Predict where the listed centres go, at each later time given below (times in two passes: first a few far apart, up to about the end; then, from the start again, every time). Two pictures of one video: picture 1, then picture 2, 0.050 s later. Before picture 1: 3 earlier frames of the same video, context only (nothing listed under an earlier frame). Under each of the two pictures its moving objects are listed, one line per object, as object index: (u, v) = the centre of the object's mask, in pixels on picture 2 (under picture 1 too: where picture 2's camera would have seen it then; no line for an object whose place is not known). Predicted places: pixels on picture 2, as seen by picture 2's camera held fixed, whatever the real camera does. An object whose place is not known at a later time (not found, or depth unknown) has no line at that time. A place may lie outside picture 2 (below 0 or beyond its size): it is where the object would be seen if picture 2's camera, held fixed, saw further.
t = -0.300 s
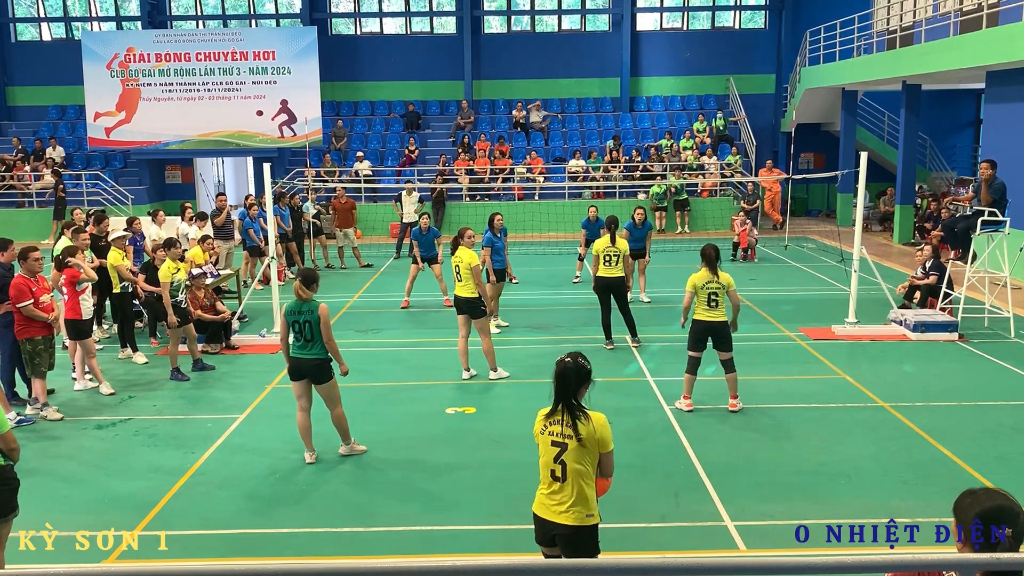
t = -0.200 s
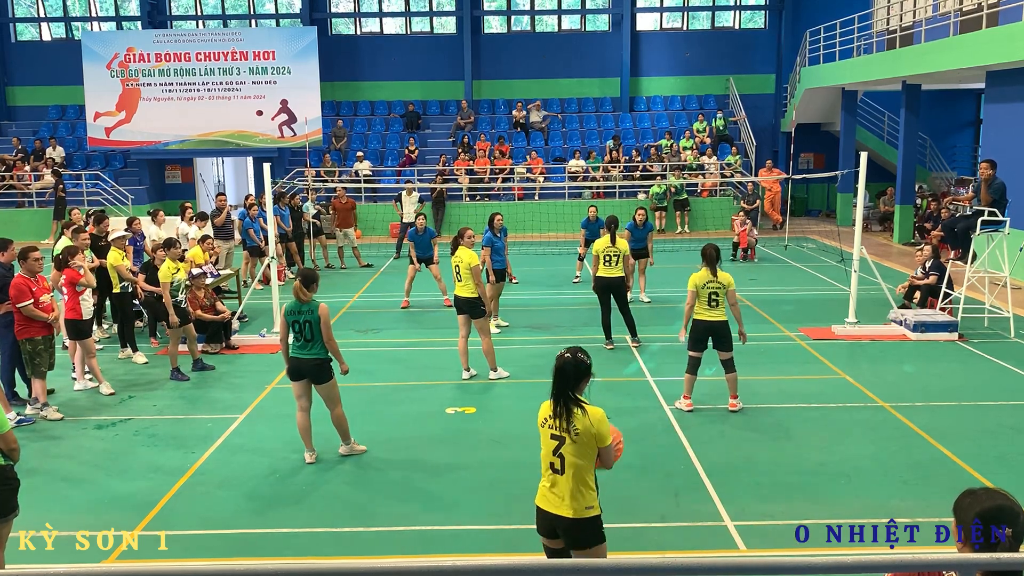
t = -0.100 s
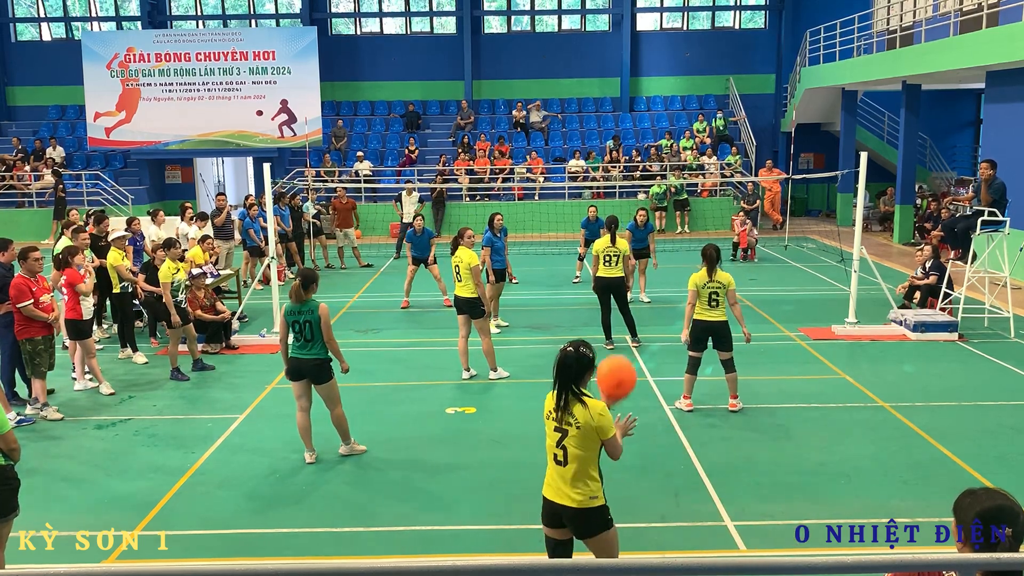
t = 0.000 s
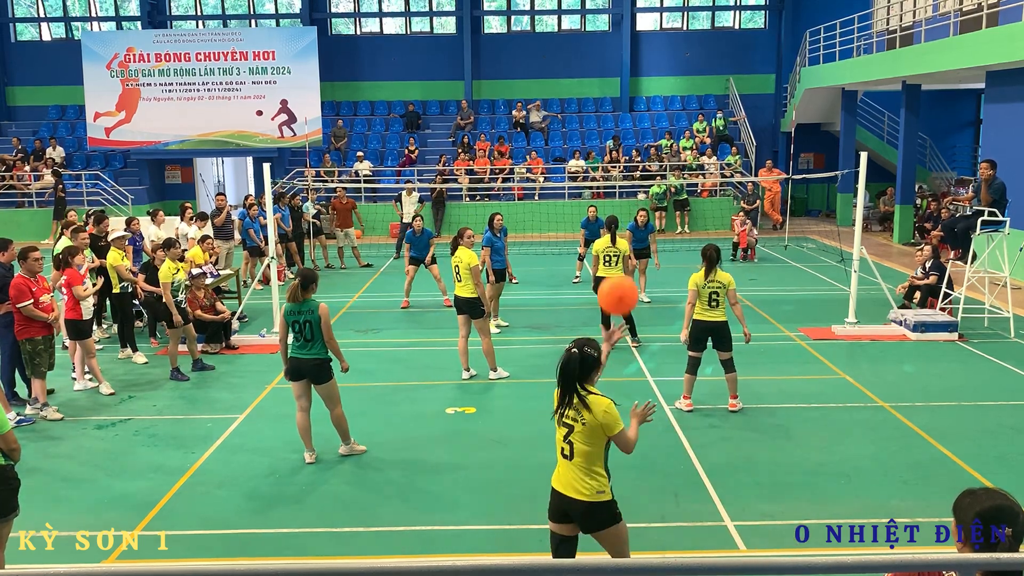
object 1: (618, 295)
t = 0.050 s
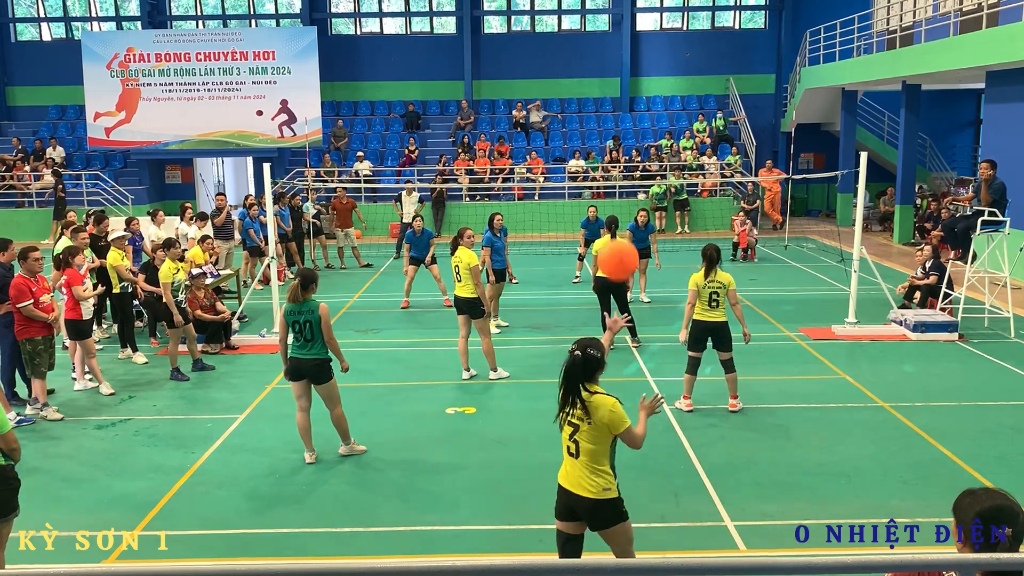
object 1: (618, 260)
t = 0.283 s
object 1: (618, 154)
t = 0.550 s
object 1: (617, 150)
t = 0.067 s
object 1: (618, 248)
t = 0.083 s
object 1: (618, 238)
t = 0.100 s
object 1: (618, 228)
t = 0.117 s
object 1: (618, 218)
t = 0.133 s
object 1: (618, 210)
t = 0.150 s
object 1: (618, 202)
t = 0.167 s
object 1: (617, 194)
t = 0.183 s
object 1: (618, 187)
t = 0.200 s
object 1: (618, 180)
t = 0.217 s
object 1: (618, 173)
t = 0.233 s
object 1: (618, 168)
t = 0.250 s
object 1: (618, 162)
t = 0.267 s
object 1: (618, 158)
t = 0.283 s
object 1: (618, 154)
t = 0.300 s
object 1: (618, 150)
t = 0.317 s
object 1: (618, 146)
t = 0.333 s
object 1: (618, 144)
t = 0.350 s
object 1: (618, 141)
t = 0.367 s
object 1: (618, 139)
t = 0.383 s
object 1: (618, 138)
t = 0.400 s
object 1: (618, 137)
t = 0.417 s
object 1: (618, 136)
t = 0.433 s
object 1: (618, 137)
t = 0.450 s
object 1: (617, 137)
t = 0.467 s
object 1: (617, 138)
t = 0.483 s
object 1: (617, 139)
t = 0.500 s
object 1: (617, 142)
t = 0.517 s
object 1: (617, 144)
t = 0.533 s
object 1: (617, 147)
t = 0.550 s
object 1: (617, 150)
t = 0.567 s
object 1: (617, 154)
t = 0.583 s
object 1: (617, 158)
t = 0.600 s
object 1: (617, 163)
